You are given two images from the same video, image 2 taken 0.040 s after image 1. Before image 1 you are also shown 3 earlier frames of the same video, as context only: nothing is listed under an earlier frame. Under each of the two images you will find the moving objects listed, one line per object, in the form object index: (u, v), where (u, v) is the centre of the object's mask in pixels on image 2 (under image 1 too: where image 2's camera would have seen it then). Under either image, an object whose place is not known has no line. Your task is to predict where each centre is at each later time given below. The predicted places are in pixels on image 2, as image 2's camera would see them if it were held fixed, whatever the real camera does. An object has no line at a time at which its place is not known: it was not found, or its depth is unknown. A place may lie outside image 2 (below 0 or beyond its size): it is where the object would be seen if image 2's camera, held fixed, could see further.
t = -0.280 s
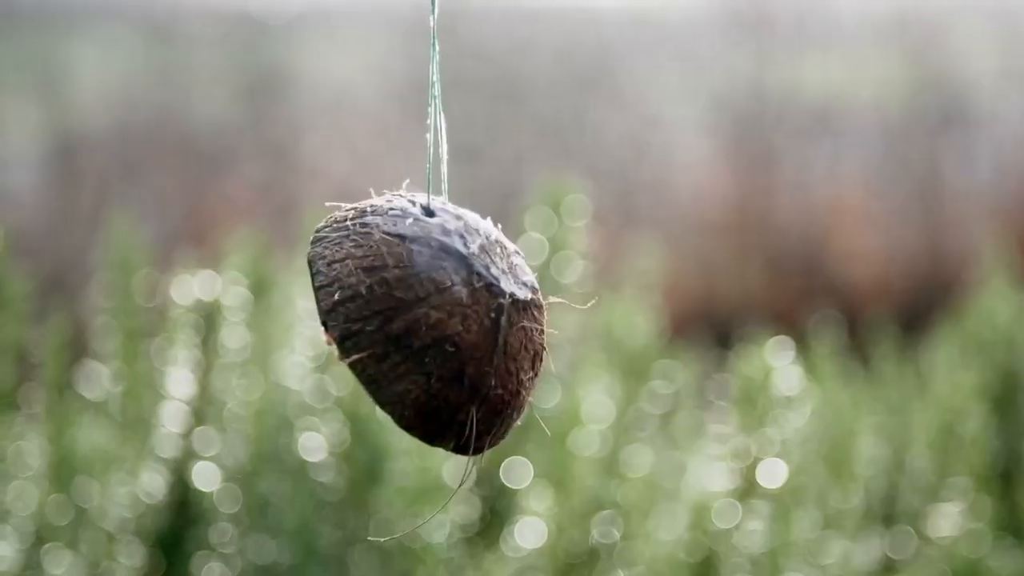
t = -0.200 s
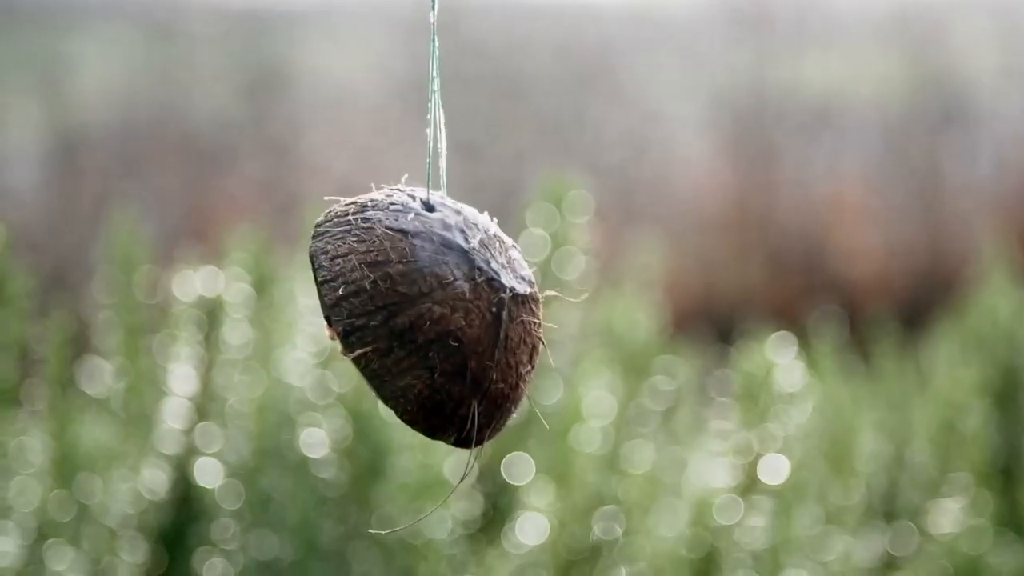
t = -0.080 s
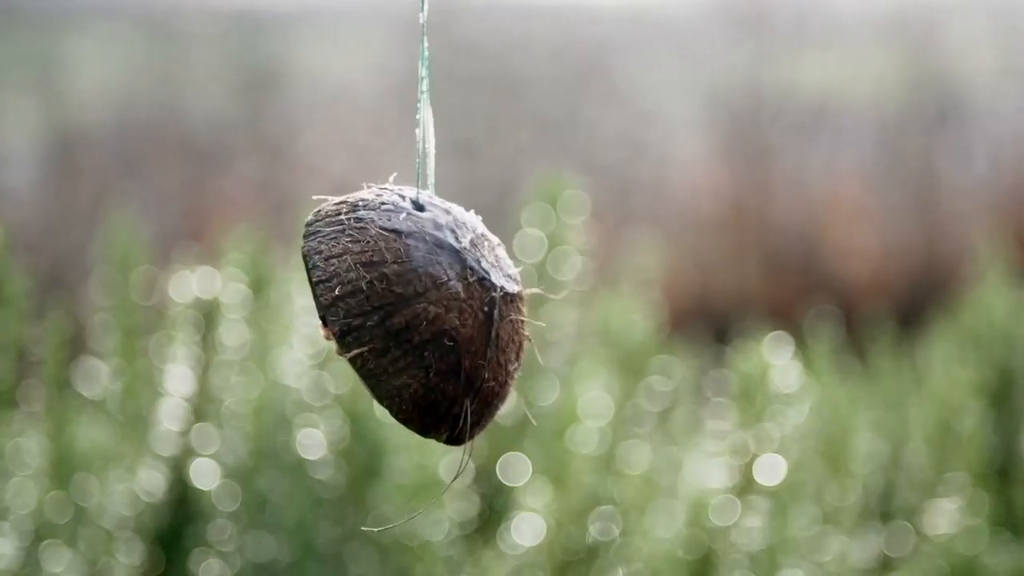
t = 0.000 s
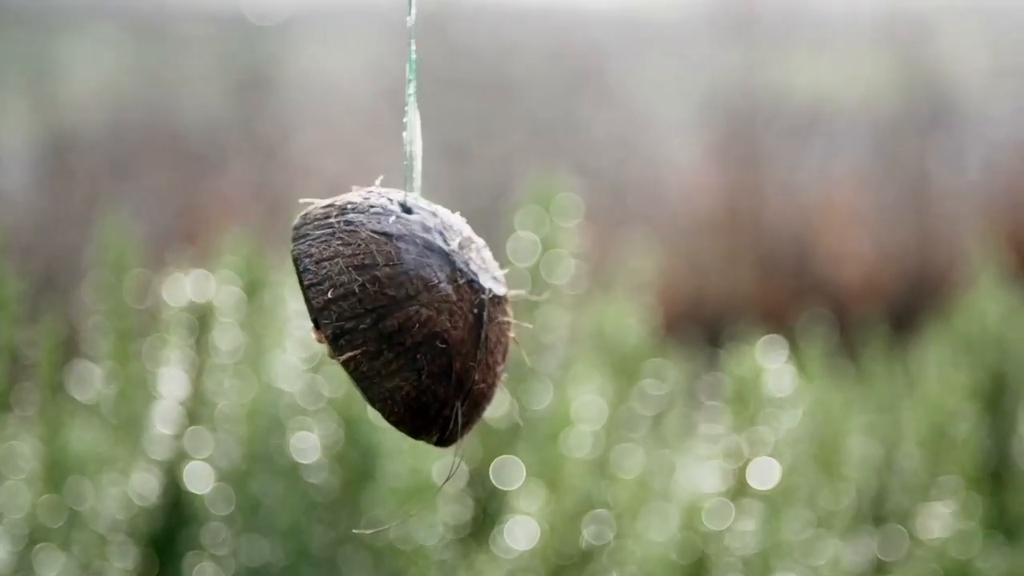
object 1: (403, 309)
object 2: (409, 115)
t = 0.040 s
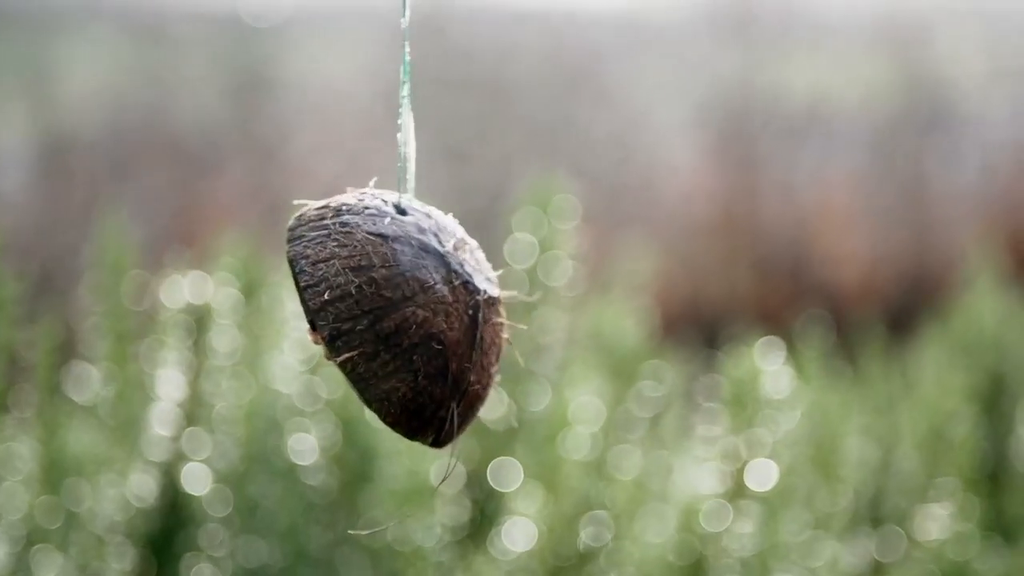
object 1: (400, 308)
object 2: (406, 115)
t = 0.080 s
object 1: (396, 307)
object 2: (402, 113)
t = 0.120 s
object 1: (393, 306)
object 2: (399, 112)
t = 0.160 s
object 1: (389, 303)
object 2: (394, 110)
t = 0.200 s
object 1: (382, 304)
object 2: (388, 108)
